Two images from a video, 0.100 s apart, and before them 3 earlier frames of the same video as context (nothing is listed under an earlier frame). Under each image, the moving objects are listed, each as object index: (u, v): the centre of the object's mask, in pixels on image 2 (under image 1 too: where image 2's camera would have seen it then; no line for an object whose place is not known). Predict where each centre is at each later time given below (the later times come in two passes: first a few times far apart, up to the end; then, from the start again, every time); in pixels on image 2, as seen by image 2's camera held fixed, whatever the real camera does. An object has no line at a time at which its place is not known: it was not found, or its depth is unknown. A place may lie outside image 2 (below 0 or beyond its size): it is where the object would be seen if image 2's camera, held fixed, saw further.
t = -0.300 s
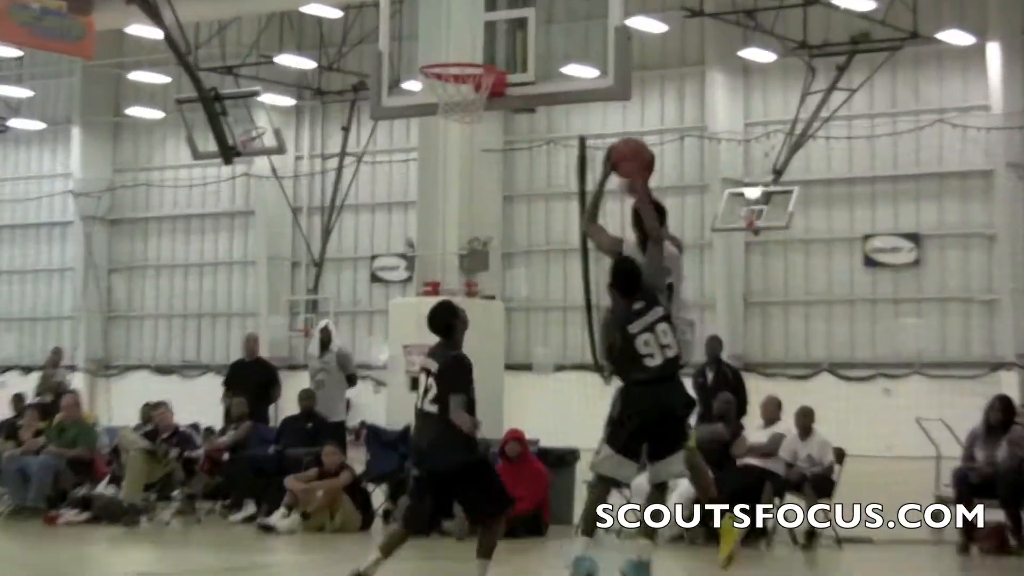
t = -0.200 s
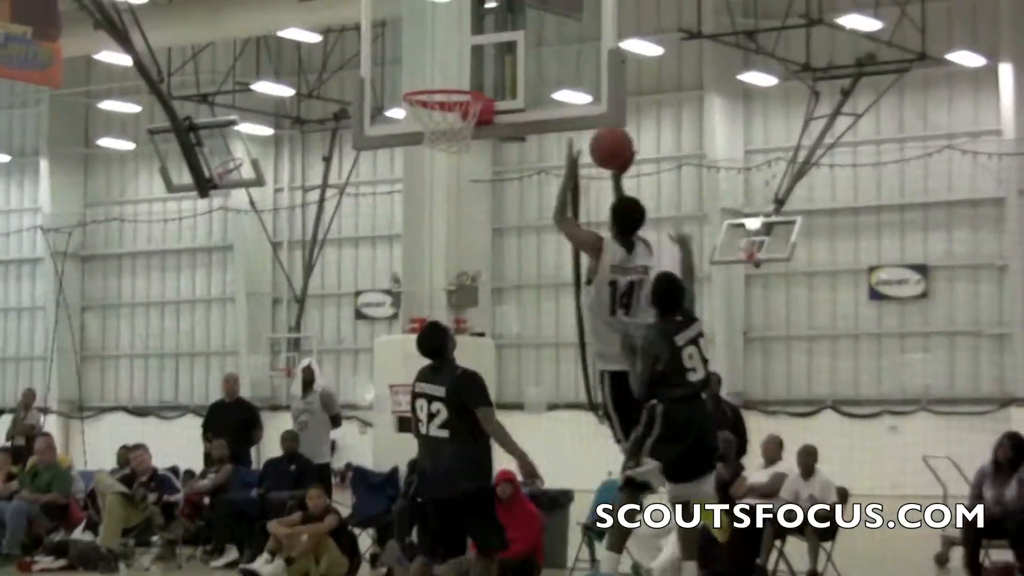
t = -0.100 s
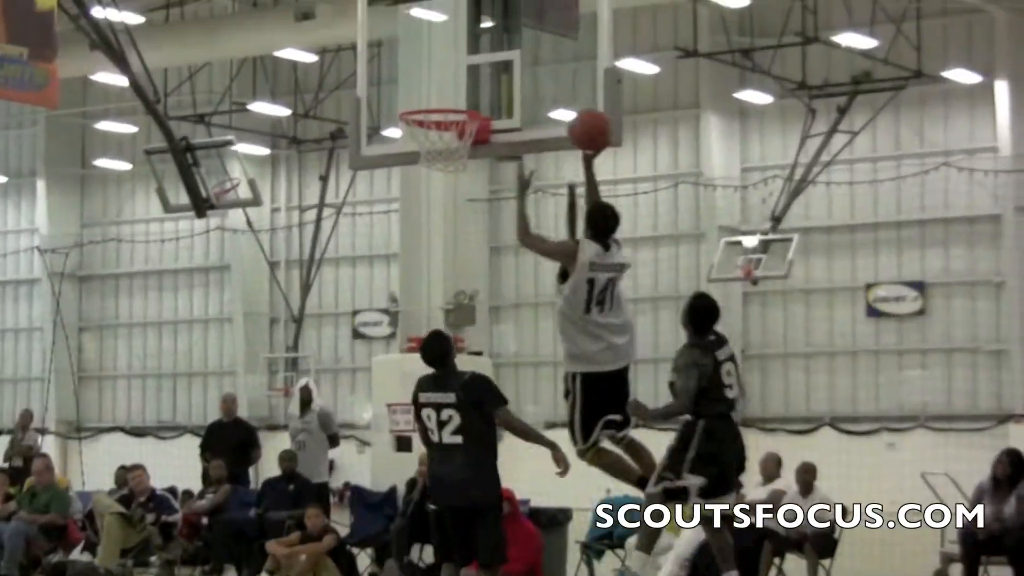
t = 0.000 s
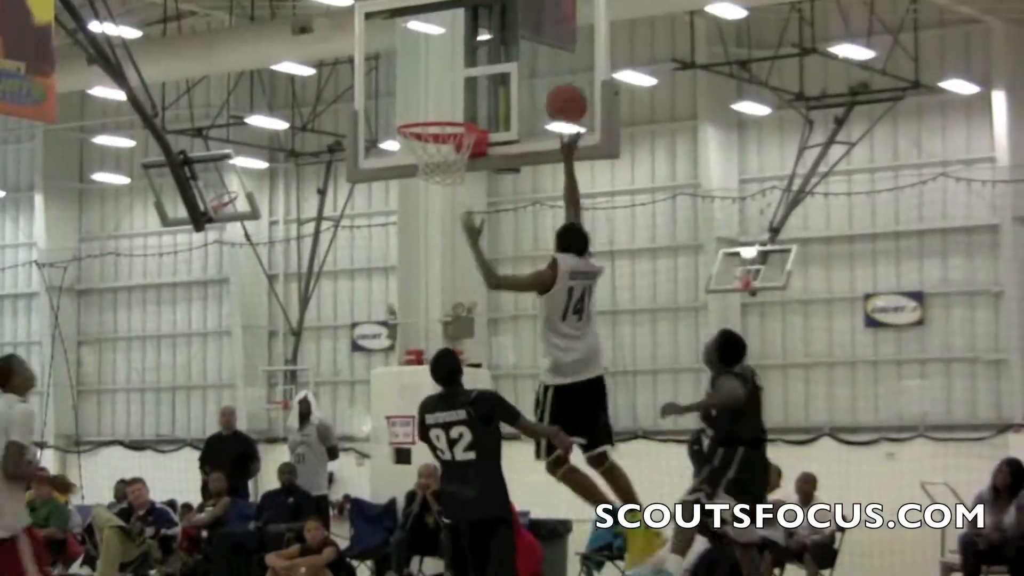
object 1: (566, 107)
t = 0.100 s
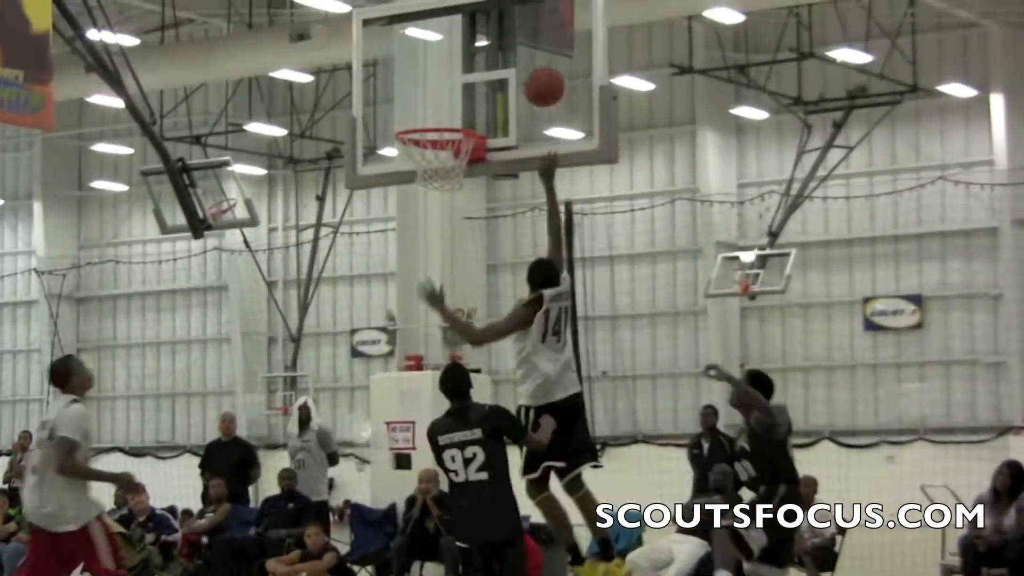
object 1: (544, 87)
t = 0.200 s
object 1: (518, 81)
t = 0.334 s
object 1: (475, 95)
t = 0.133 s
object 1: (537, 83)
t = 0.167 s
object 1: (530, 81)
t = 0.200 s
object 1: (518, 81)
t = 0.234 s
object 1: (508, 81)
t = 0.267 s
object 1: (496, 83)
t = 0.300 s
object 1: (486, 88)
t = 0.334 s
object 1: (475, 95)
